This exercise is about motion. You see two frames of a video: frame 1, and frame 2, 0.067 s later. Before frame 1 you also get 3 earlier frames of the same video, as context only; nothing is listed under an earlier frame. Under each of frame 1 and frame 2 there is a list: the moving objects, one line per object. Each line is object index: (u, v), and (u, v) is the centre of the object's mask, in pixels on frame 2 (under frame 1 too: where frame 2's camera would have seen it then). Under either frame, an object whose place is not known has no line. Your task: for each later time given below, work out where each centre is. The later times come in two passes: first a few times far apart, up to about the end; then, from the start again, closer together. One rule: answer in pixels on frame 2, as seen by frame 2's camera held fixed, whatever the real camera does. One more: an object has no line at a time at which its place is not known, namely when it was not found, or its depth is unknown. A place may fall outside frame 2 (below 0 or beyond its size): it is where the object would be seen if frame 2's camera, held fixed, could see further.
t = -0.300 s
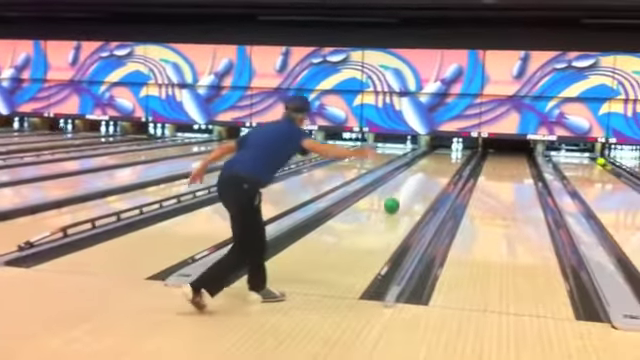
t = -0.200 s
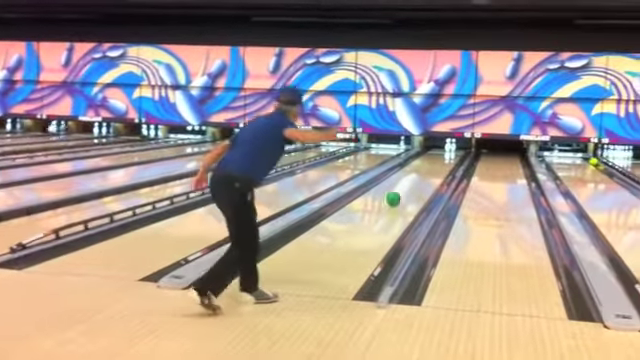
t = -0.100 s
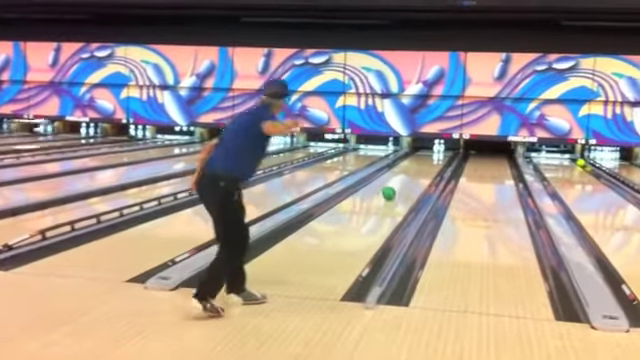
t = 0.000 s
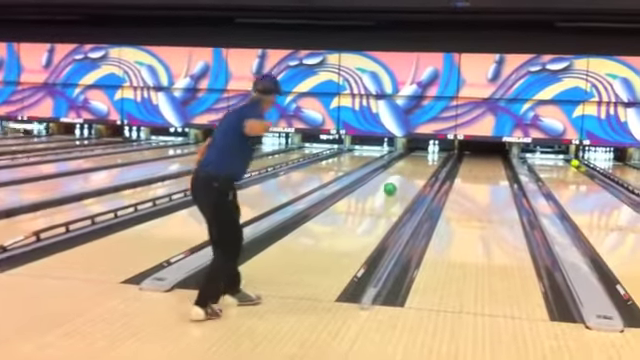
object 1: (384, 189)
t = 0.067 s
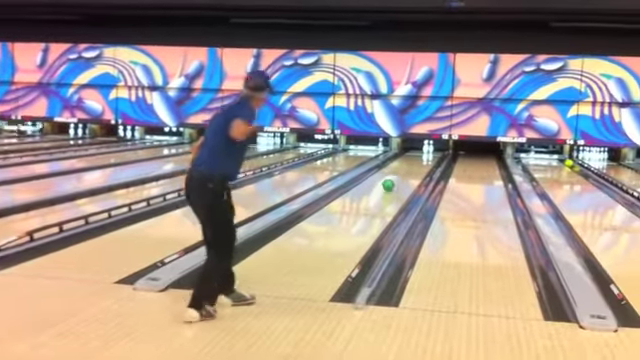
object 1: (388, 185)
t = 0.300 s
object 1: (398, 176)
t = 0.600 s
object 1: (408, 167)
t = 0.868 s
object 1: (416, 159)
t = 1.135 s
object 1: (421, 154)
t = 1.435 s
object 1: (423, 148)
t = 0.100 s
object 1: (389, 183)
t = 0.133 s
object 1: (391, 182)
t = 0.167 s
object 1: (393, 181)
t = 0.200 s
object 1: (394, 179)
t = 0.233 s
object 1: (396, 178)
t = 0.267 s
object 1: (397, 177)
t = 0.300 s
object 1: (398, 176)
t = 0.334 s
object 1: (400, 173)
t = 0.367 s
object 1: (401, 173)
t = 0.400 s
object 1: (402, 172)
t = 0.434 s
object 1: (403, 171)
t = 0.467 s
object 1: (404, 170)
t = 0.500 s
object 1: (406, 168)
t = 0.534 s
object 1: (406, 168)
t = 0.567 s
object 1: (407, 167)
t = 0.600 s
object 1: (408, 167)
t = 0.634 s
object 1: (409, 165)
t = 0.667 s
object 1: (410, 165)
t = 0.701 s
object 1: (410, 164)
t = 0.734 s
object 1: (413, 161)
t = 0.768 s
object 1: (415, 160)
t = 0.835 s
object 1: (415, 160)
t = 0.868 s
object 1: (416, 159)
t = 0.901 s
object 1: (416, 158)
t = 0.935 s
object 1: (417, 158)
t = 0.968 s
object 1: (418, 158)
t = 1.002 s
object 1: (418, 157)
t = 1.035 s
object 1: (417, 157)
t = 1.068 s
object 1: (417, 156)
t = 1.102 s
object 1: (419, 156)
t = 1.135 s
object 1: (421, 154)
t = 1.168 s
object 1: (422, 154)
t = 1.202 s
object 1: (422, 153)
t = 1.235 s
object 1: (422, 153)
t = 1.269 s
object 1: (423, 152)
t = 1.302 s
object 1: (423, 152)
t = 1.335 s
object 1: (422, 152)
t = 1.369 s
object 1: (424, 151)
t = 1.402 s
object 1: (423, 151)
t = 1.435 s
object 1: (423, 148)
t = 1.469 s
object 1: (425, 150)
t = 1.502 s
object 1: (427, 148)
